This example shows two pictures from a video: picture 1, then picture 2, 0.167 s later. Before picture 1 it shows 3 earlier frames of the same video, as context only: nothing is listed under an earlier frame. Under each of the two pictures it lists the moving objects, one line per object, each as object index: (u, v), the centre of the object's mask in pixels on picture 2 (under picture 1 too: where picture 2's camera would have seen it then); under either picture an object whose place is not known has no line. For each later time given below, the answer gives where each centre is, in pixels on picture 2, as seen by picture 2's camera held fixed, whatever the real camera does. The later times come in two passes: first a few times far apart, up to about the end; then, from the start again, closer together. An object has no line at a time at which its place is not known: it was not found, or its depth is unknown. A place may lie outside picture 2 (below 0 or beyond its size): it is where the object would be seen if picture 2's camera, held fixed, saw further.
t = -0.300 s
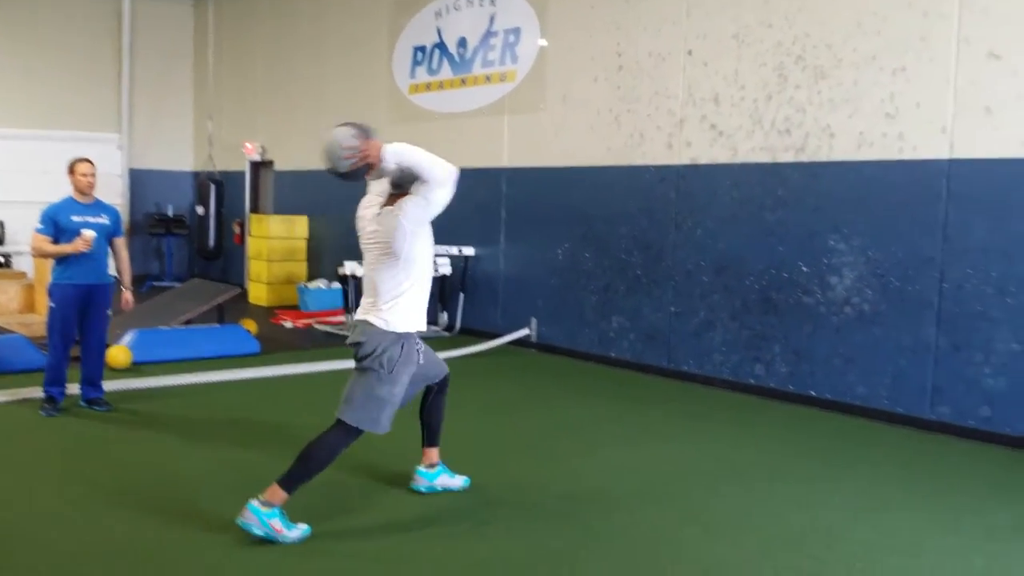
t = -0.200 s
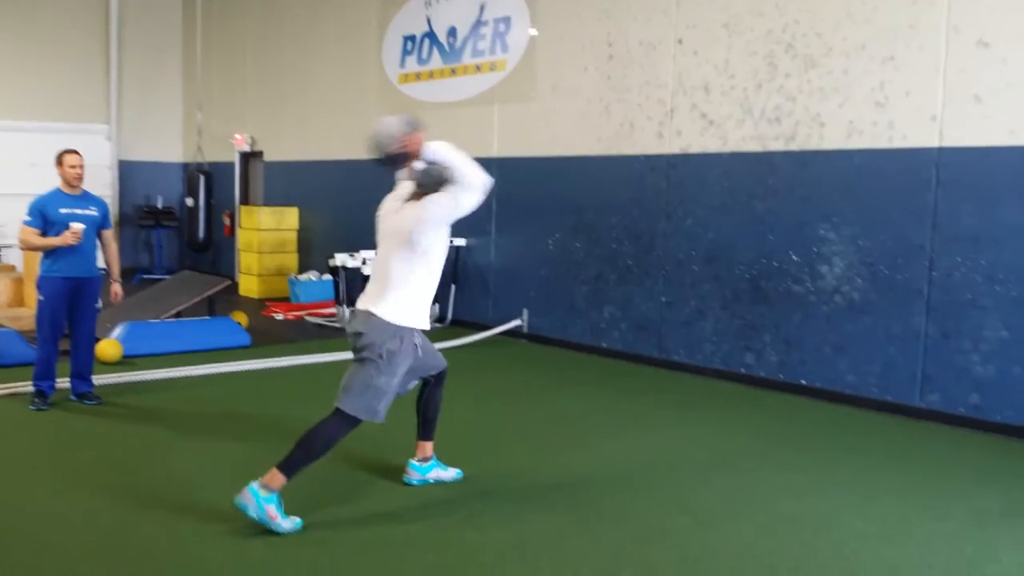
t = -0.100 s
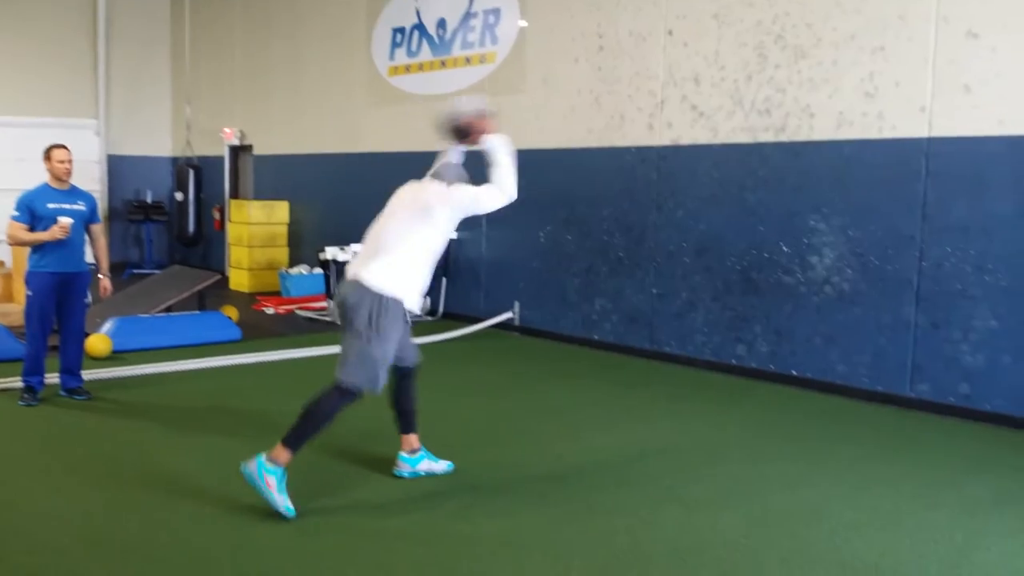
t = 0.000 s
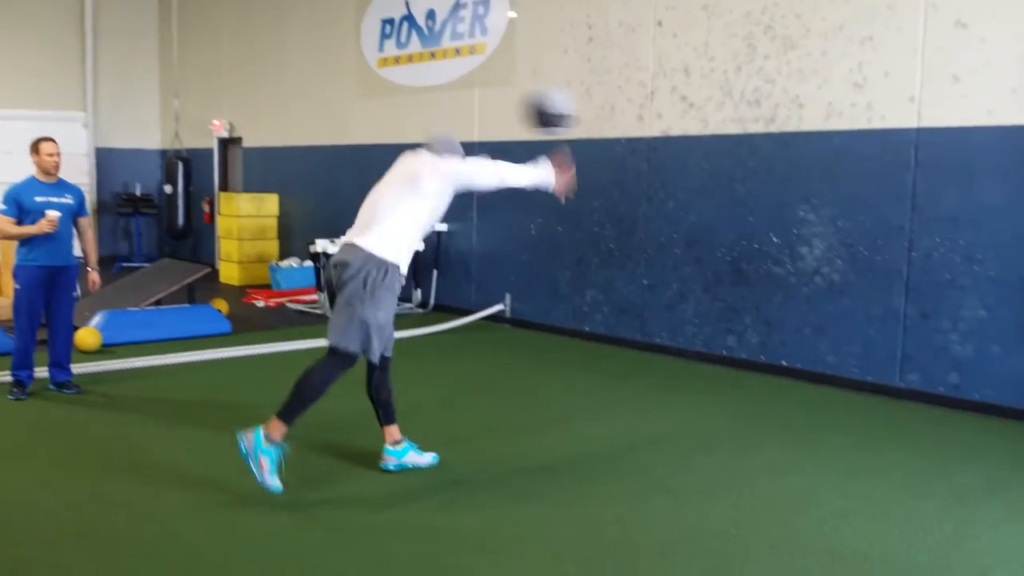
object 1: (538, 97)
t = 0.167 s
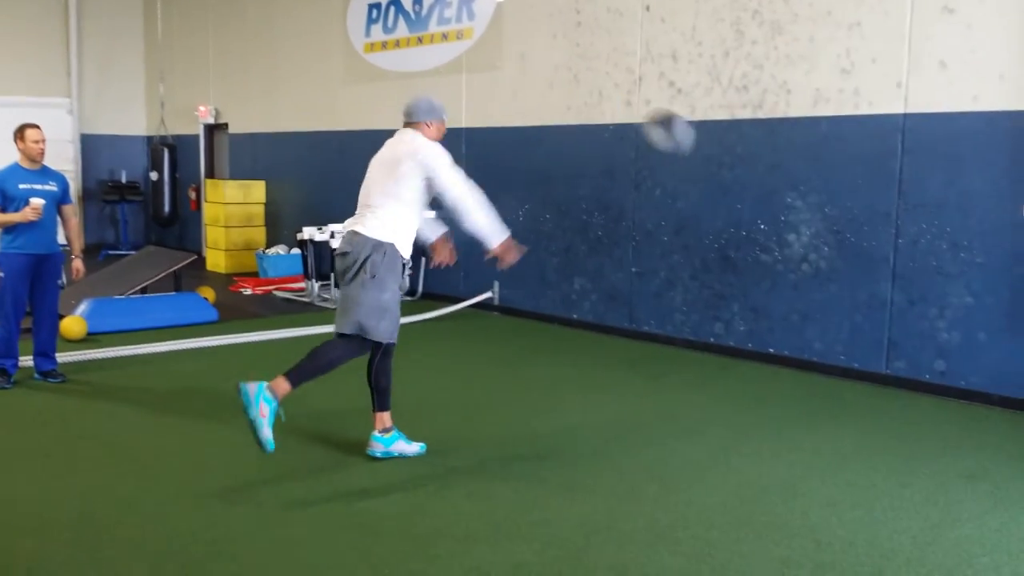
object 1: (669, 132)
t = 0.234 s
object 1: (709, 158)
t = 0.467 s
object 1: (760, 252)
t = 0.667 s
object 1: (658, 374)
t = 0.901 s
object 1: (563, 305)
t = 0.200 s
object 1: (690, 145)
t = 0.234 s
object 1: (709, 158)
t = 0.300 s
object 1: (746, 183)
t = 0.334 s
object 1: (765, 197)
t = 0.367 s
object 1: (782, 212)
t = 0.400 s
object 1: (792, 226)
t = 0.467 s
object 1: (760, 252)
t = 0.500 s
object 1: (745, 269)
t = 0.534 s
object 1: (730, 285)
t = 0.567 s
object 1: (715, 303)
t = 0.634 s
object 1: (678, 347)
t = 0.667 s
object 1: (658, 374)
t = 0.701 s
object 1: (645, 383)
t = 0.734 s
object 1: (632, 368)
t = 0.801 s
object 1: (605, 339)
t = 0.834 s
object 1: (592, 326)
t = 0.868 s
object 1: (577, 315)
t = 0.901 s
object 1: (563, 305)
